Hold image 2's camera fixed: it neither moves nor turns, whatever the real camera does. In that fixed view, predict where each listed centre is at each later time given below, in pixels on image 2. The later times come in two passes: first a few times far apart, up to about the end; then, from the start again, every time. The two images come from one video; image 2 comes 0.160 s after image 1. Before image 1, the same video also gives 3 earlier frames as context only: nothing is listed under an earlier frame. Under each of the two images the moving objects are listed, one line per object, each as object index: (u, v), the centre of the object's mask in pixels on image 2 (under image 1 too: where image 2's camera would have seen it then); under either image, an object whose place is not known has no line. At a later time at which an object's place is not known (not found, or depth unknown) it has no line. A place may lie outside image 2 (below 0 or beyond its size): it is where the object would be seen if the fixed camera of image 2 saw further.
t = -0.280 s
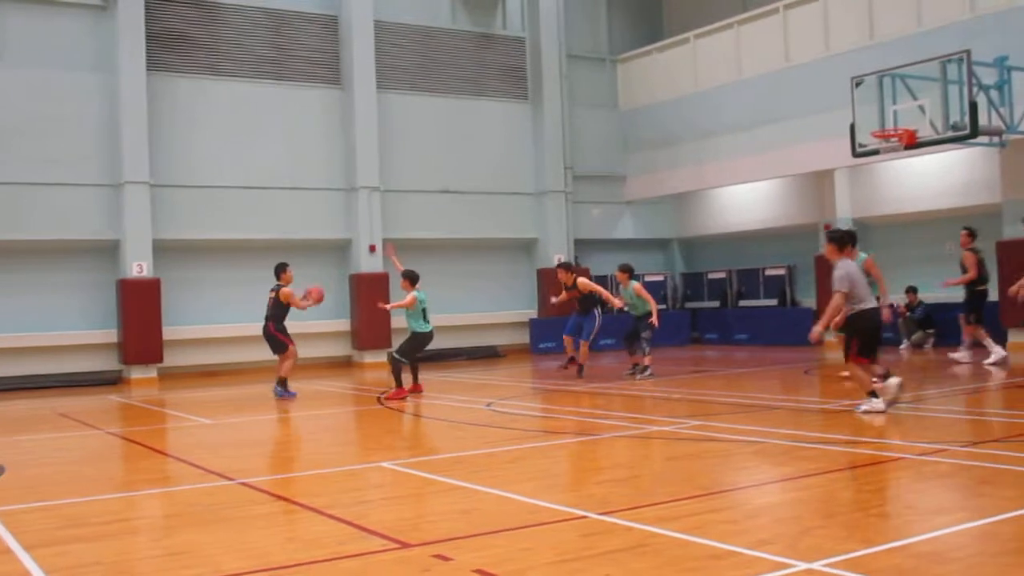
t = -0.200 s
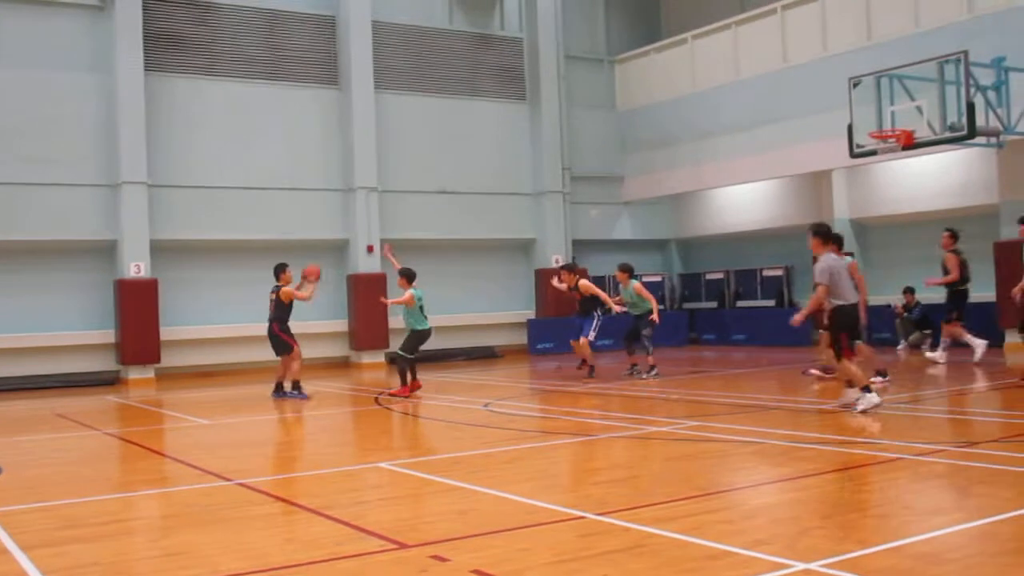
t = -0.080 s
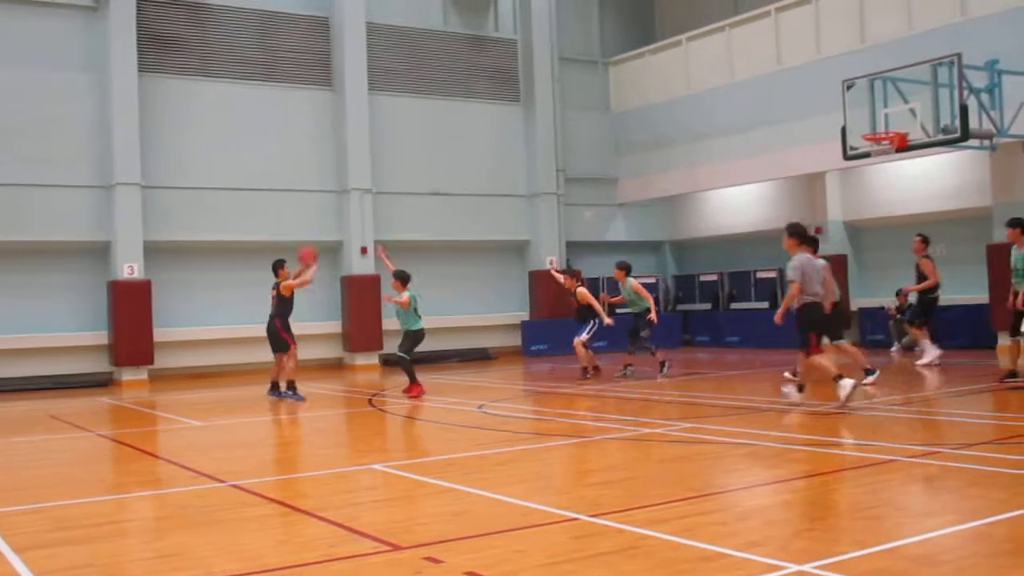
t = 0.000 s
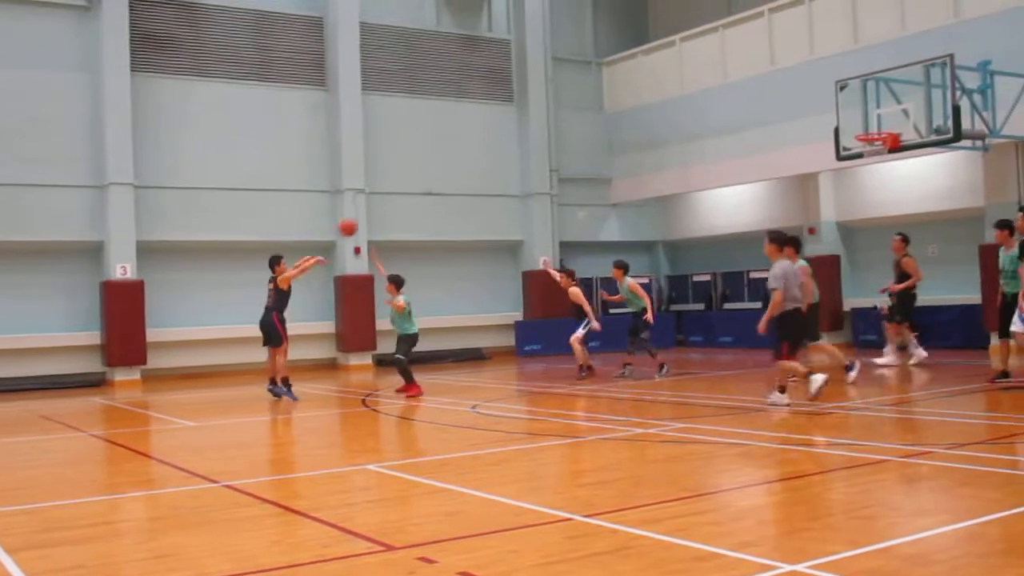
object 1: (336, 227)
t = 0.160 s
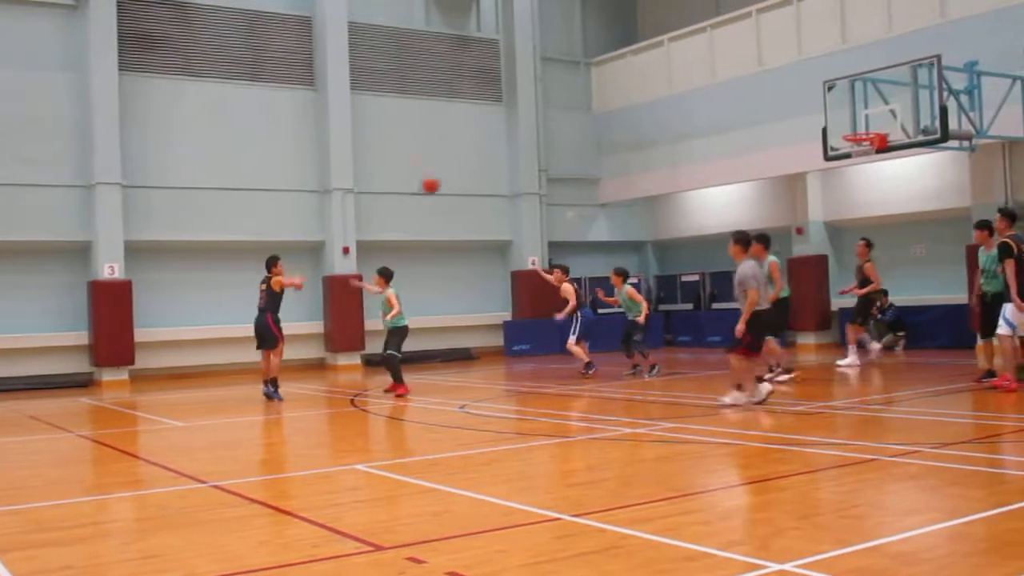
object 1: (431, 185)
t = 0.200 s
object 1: (453, 177)
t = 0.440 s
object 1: (580, 161)
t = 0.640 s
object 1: (676, 177)
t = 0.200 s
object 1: (453, 177)
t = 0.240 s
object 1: (475, 172)
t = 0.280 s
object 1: (497, 167)
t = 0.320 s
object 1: (519, 164)
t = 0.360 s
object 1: (540, 162)
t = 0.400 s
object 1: (560, 161)
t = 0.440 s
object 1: (580, 161)
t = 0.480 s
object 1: (600, 162)
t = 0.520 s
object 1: (619, 164)
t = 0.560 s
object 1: (638, 168)
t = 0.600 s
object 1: (657, 172)
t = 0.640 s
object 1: (676, 177)
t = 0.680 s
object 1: (694, 183)
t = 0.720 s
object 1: (712, 190)
